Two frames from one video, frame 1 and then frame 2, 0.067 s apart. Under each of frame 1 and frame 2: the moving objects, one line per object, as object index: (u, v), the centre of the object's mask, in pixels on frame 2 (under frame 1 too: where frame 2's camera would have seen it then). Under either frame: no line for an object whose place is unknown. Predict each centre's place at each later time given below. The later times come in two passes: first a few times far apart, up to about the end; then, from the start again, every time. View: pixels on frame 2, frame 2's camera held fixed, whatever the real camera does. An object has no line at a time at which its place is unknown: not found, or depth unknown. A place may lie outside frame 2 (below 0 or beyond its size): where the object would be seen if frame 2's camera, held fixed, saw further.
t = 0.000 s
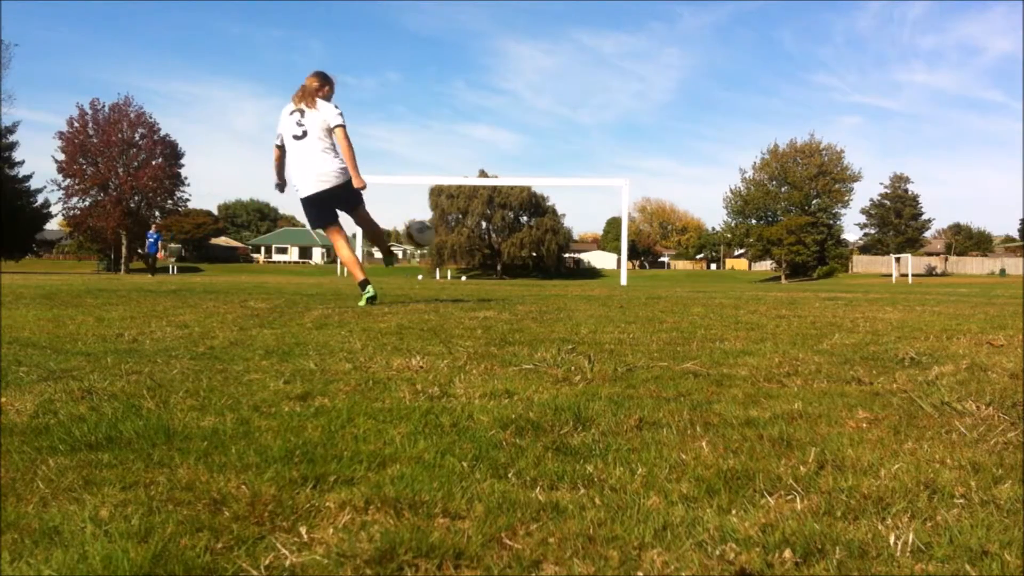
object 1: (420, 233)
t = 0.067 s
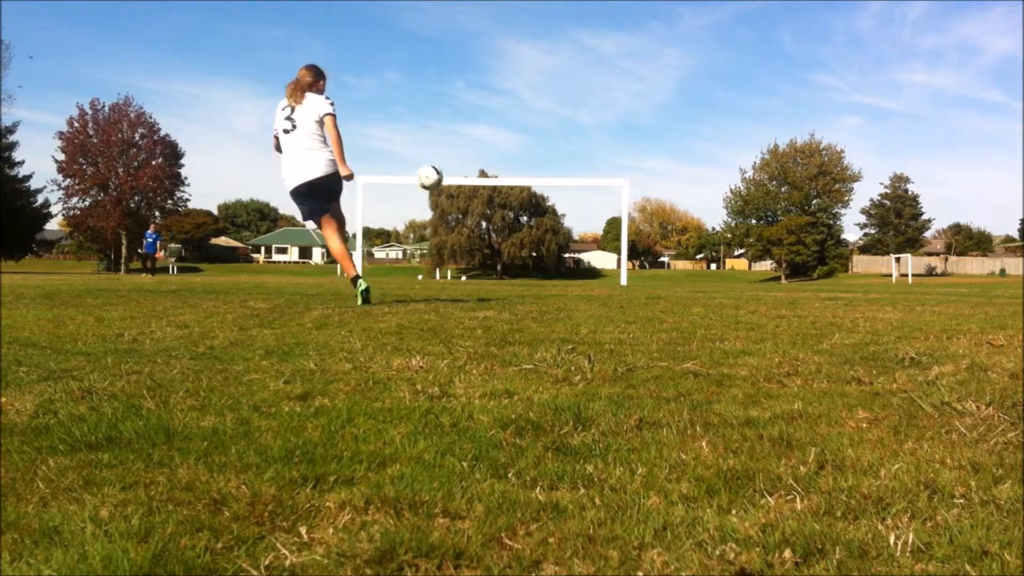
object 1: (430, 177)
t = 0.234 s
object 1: (454, 91)
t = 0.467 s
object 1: (488, 47)
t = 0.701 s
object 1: (518, 51)
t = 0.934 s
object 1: (545, 83)
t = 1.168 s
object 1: (569, 133)
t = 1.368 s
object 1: (588, 162)
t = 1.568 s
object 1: (608, 97)
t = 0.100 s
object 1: (434, 154)
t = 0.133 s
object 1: (439, 135)
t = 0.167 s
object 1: (444, 118)
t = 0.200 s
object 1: (449, 103)
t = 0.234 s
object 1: (454, 91)
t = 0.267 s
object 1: (459, 80)
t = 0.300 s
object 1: (464, 72)
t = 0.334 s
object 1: (469, 64)
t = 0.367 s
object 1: (474, 59)
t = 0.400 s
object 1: (478, 54)
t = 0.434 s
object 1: (483, 50)
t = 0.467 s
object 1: (488, 47)
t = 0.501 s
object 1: (492, 46)
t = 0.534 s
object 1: (497, 45)
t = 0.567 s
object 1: (501, 45)
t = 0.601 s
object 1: (506, 46)
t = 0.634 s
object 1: (510, 47)
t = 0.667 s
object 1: (514, 49)
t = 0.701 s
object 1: (518, 51)
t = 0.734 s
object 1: (522, 54)
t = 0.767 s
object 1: (526, 58)
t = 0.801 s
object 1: (530, 62)
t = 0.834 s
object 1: (534, 67)
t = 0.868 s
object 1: (538, 72)
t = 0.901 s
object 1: (541, 77)
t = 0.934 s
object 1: (545, 83)
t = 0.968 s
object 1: (549, 90)
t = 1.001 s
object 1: (552, 96)
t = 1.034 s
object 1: (556, 103)
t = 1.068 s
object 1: (559, 110)
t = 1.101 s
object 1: (563, 117)
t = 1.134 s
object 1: (566, 125)
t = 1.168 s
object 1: (569, 133)
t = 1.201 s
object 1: (572, 141)
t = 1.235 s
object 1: (575, 150)
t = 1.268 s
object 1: (578, 158)
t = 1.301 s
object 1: (581, 167)
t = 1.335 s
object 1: (586, 176)
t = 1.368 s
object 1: (588, 162)
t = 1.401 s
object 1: (591, 150)
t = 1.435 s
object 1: (595, 138)
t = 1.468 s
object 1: (598, 127)
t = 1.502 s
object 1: (601, 116)
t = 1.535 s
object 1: (605, 106)
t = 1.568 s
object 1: (608, 97)
